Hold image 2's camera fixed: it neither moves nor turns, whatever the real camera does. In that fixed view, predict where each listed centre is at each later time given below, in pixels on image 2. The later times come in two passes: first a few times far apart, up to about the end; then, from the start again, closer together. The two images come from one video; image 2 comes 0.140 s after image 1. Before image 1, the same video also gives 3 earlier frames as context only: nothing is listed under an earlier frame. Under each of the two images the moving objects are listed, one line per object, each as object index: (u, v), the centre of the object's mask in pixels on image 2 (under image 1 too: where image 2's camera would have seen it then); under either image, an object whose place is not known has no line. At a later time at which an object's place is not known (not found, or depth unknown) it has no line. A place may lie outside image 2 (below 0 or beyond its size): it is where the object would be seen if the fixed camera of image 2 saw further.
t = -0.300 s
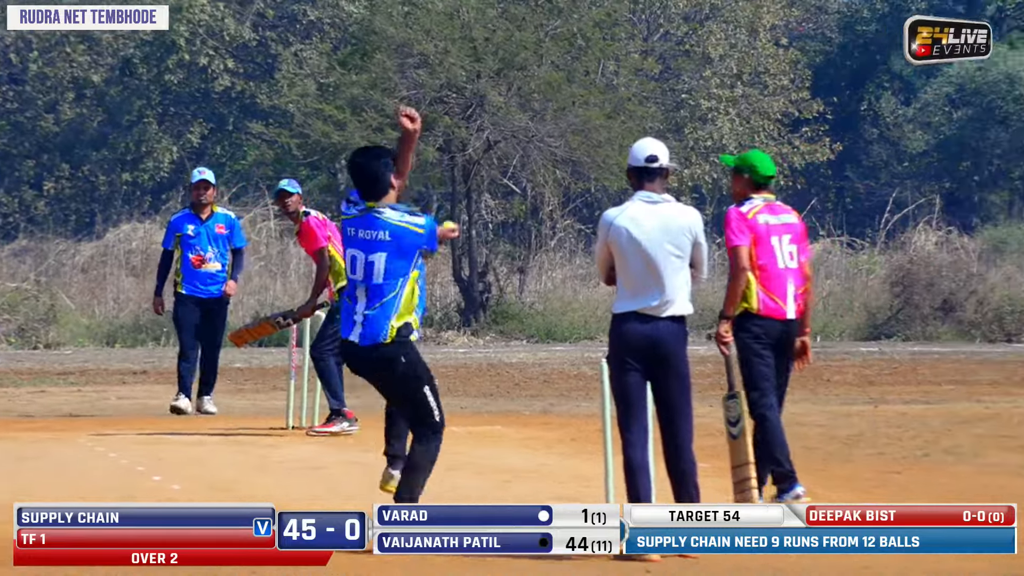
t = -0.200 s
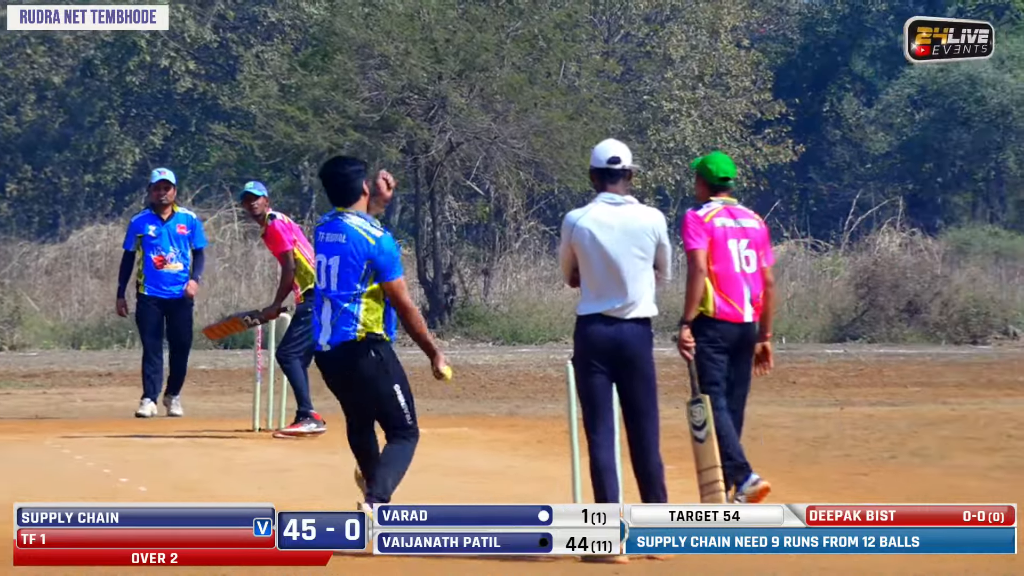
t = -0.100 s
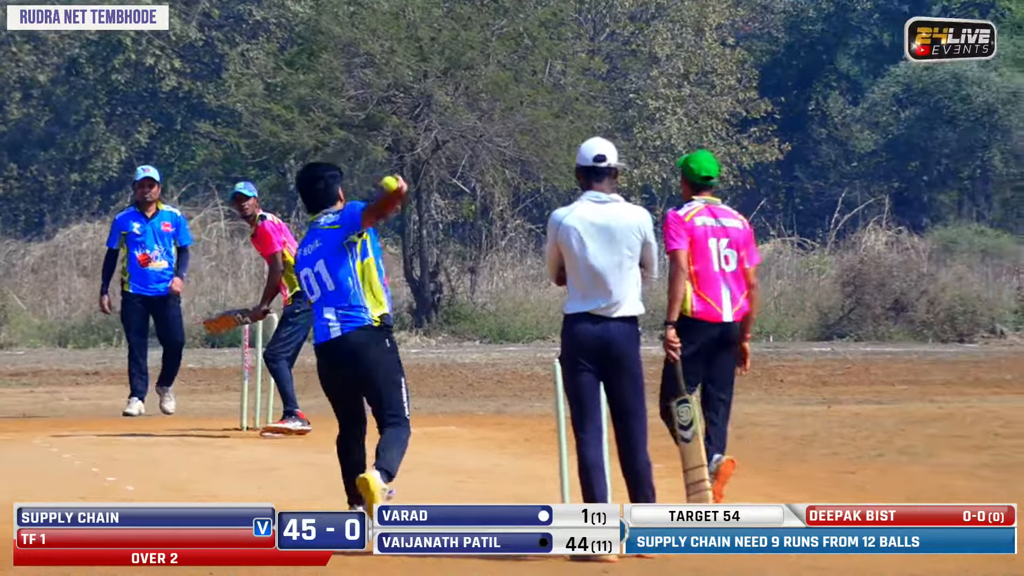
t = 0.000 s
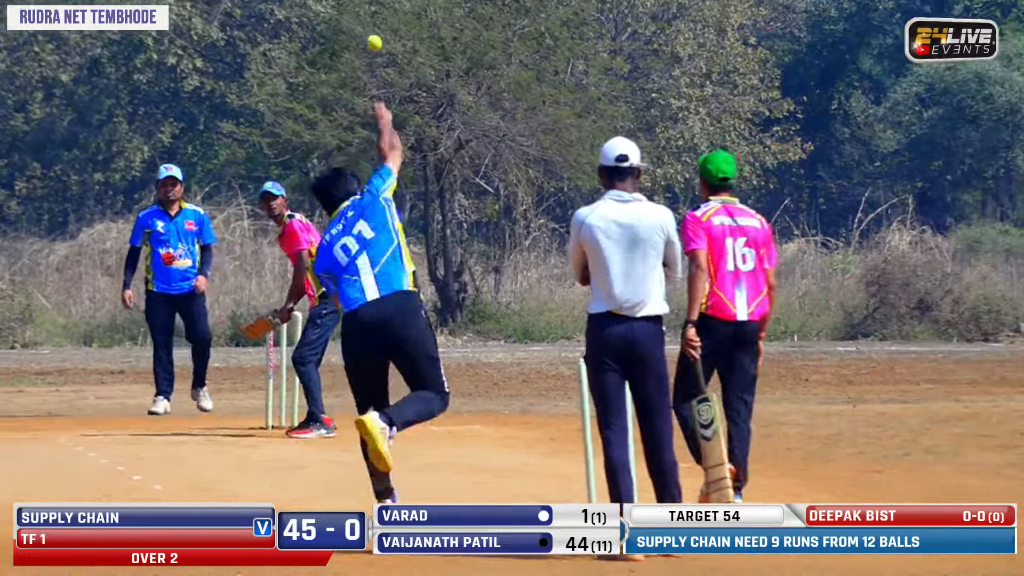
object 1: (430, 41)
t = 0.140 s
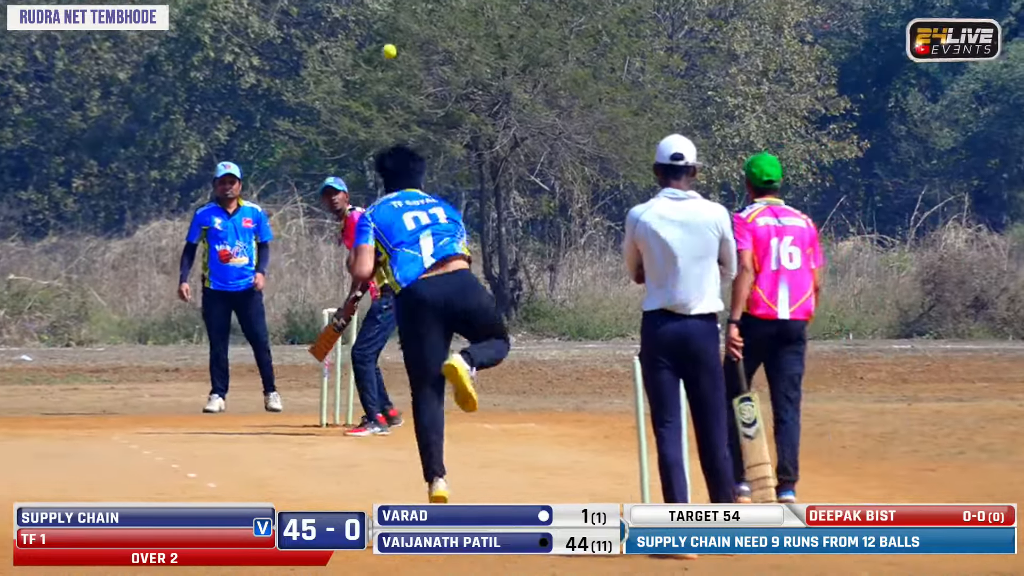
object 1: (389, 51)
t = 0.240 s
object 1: (363, 79)
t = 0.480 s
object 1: (313, 197)
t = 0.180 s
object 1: (378, 61)
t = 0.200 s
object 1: (373, 67)
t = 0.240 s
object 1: (363, 79)
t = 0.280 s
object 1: (354, 93)
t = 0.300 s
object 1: (350, 102)
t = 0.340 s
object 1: (341, 120)
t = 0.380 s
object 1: (333, 139)
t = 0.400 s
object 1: (329, 150)
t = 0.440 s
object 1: (321, 173)
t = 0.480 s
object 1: (313, 197)
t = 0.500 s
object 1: (308, 211)
